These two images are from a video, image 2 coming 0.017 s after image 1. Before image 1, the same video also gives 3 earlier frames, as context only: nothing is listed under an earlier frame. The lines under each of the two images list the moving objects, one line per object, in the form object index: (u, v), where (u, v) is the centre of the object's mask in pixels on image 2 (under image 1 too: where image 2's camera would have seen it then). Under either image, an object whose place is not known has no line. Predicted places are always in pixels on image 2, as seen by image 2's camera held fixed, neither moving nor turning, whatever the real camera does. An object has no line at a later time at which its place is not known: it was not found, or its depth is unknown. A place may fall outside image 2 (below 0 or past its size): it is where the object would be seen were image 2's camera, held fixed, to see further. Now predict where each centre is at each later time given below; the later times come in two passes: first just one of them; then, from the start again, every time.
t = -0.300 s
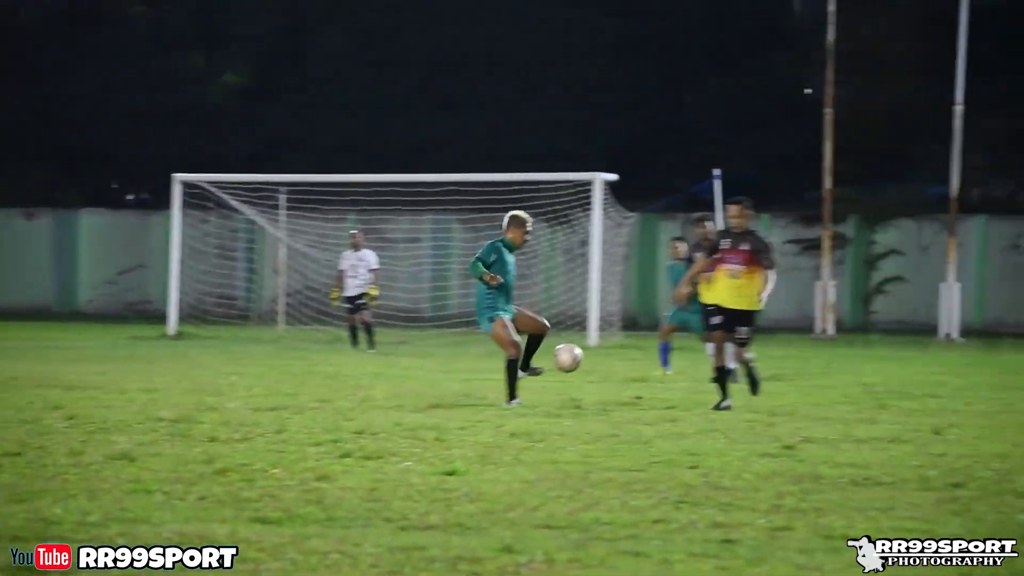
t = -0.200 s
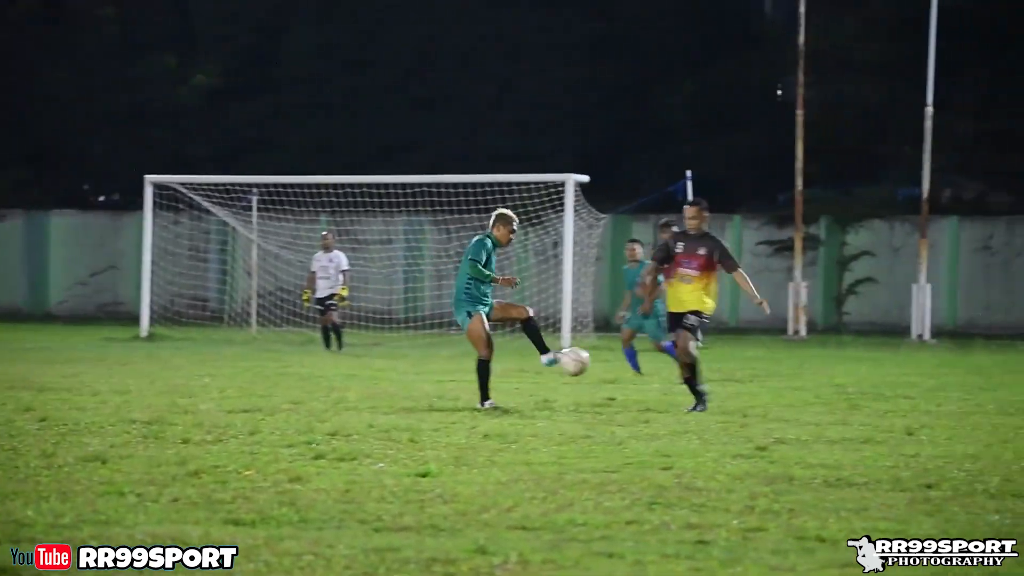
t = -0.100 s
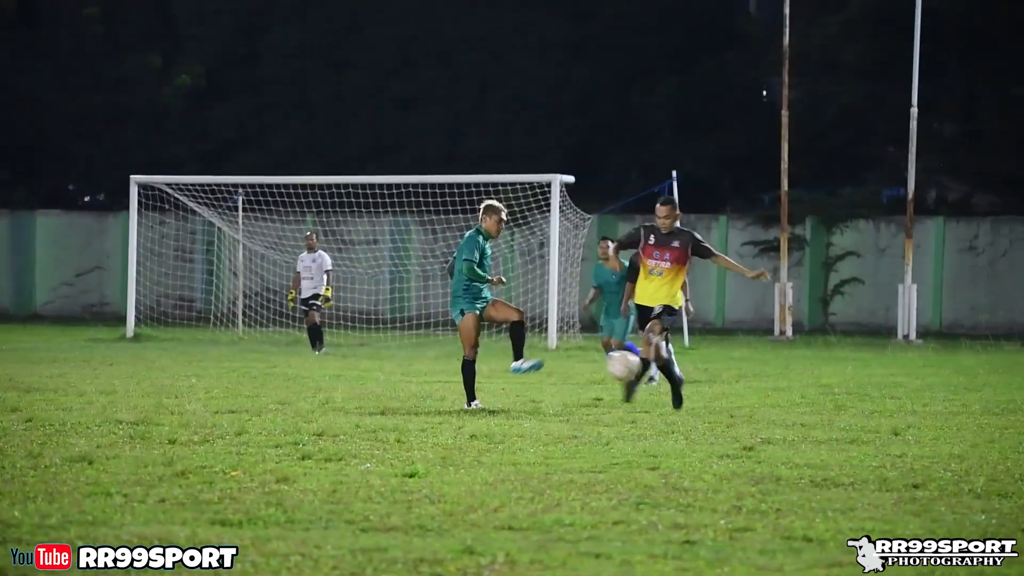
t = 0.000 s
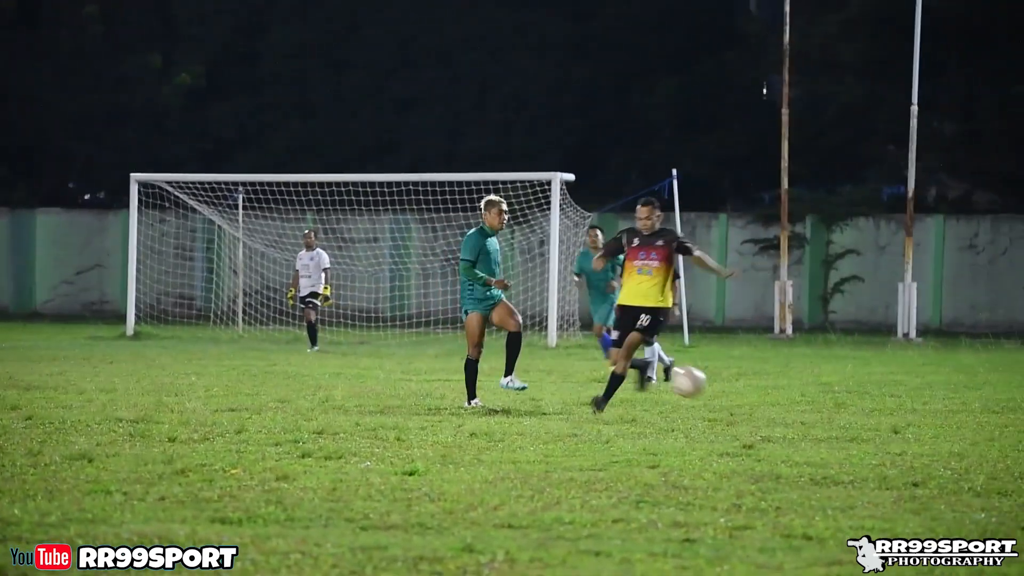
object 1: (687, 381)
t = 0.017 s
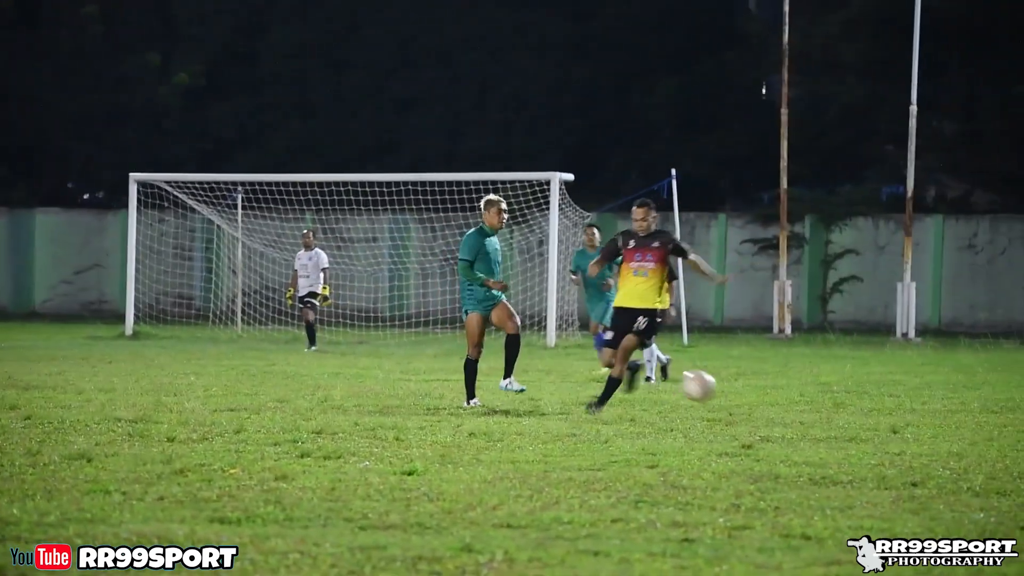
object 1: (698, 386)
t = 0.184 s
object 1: (799, 399)
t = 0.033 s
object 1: (709, 390)
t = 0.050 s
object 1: (721, 396)
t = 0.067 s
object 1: (733, 401)
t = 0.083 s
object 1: (745, 408)
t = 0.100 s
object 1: (757, 413)
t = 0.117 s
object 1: (768, 415)
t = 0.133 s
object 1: (776, 412)
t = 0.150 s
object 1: (784, 407)
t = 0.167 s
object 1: (792, 403)
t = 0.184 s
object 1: (799, 399)
